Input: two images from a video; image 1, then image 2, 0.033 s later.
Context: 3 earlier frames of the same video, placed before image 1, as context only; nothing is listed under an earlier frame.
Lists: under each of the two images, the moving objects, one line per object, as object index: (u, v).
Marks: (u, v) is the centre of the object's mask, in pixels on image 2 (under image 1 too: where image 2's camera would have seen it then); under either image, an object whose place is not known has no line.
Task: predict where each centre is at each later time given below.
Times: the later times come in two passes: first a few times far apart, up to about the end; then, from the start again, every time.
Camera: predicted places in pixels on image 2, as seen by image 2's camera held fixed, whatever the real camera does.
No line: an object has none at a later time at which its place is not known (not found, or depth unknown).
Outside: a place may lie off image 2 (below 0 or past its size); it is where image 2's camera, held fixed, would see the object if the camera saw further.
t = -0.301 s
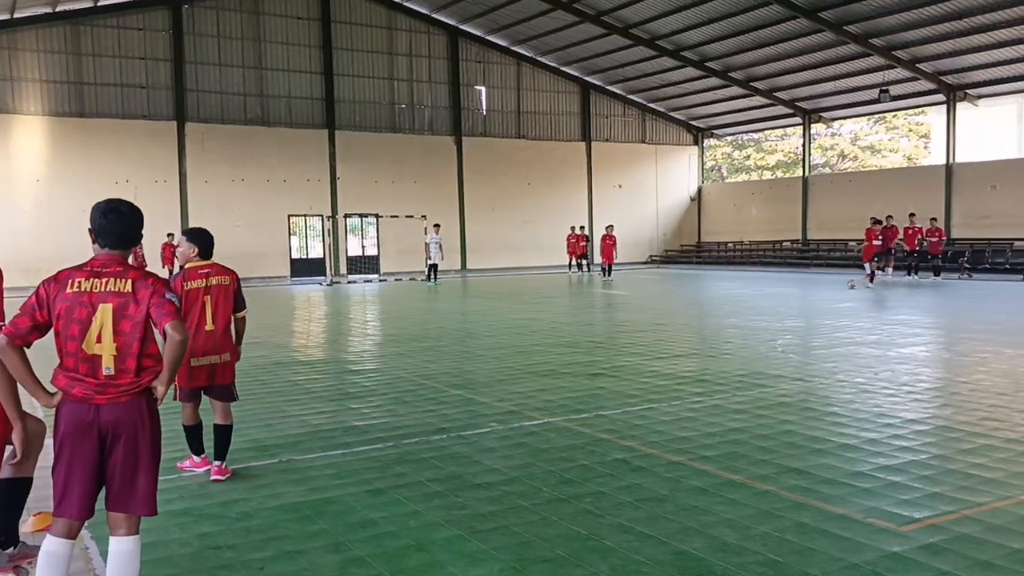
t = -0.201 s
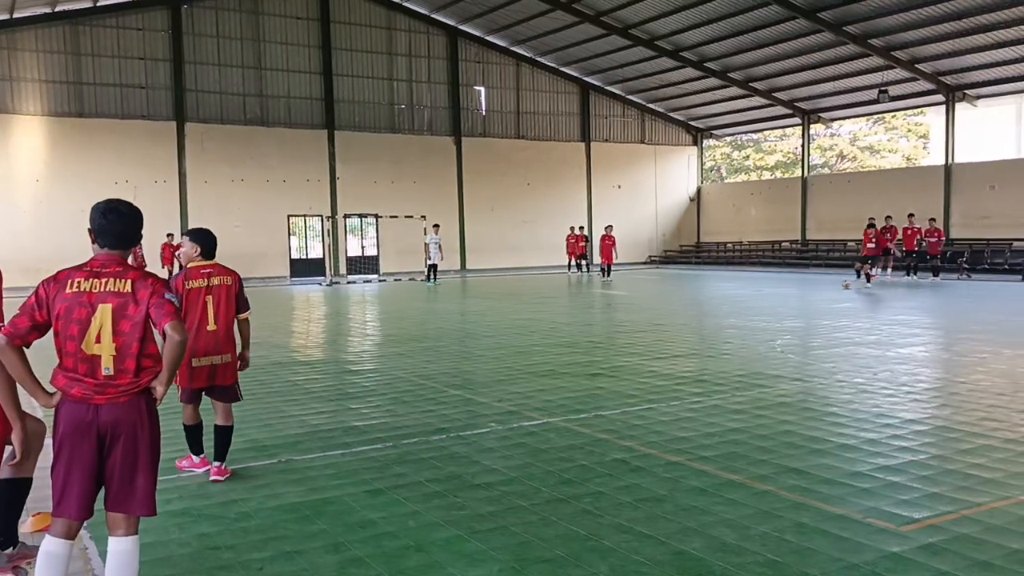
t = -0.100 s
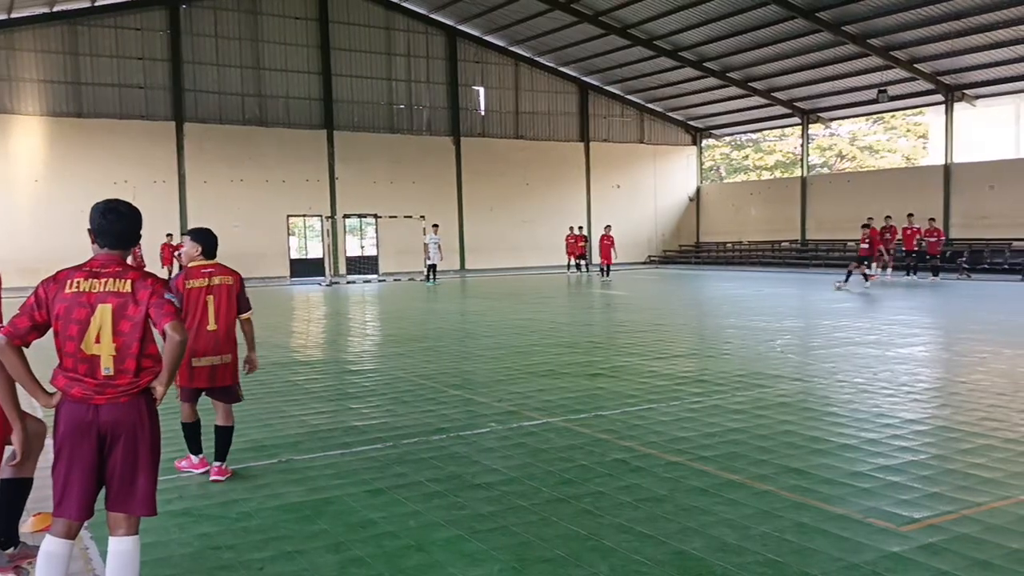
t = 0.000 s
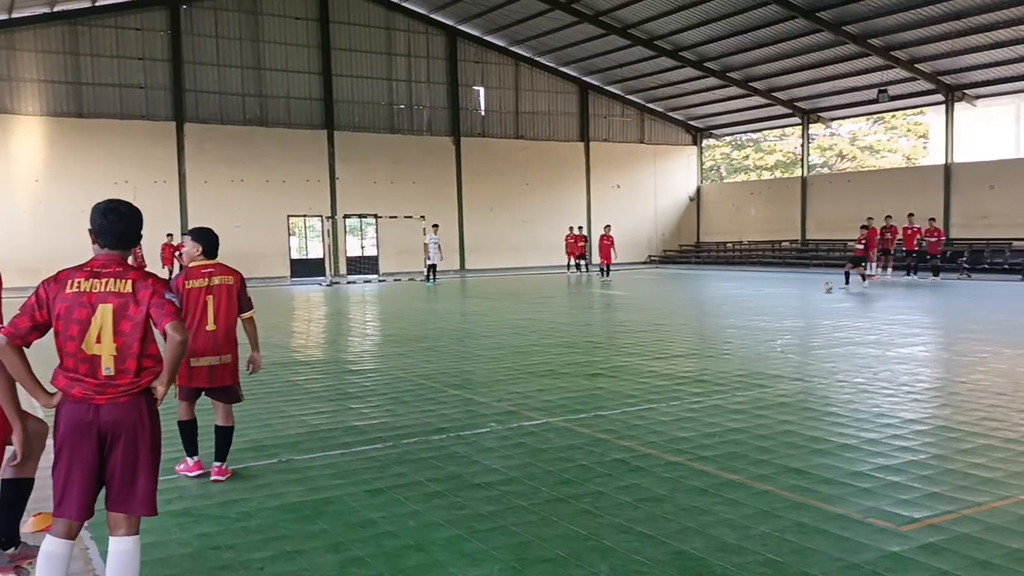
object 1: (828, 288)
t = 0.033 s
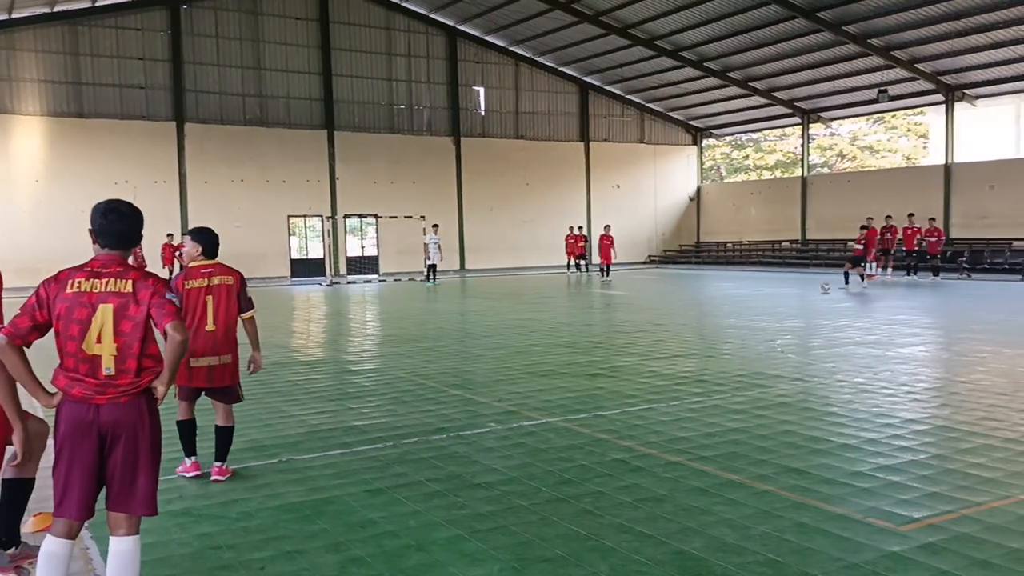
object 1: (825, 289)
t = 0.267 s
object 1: (799, 294)
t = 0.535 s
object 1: (770, 302)
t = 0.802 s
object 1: (737, 310)
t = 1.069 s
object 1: (700, 317)
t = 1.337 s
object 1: (654, 325)
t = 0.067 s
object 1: (821, 289)
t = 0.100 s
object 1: (817, 291)
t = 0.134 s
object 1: (813, 291)
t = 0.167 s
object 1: (810, 293)
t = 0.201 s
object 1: (806, 293)
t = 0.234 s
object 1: (803, 294)
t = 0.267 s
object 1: (799, 294)
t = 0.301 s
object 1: (795, 296)
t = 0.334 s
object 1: (792, 297)
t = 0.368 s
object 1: (788, 298)
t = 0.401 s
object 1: (784, 298)
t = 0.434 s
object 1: (780, 300)
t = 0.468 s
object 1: (777, 300)
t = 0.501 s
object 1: (773, 301)
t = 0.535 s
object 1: (770, 302)
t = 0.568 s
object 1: (765, 303)
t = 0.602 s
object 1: (761, 304)
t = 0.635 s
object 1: (758, 305)
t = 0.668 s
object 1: (754, 306)
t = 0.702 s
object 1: (749, 307)
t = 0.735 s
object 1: (746, 308)
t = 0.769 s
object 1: (741, 309)
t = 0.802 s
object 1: (737, 310)
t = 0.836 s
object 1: (733, 311)
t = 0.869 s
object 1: (728, 312)
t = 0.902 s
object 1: (724, 314)
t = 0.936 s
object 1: (720, 316)
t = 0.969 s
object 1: (714, 316)
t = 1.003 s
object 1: (709, 316)
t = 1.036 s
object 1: (704, 315)
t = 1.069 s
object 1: (700, 317)
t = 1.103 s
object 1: (693, 318)
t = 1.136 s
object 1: (689, 318)
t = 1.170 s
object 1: (682, 318)
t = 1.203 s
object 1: (677, 320)
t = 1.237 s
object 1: (671, 322)
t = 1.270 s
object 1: (666, 322)
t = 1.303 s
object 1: (660, 323)
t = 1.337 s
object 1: (654, 325)
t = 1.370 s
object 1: (649, 327)
